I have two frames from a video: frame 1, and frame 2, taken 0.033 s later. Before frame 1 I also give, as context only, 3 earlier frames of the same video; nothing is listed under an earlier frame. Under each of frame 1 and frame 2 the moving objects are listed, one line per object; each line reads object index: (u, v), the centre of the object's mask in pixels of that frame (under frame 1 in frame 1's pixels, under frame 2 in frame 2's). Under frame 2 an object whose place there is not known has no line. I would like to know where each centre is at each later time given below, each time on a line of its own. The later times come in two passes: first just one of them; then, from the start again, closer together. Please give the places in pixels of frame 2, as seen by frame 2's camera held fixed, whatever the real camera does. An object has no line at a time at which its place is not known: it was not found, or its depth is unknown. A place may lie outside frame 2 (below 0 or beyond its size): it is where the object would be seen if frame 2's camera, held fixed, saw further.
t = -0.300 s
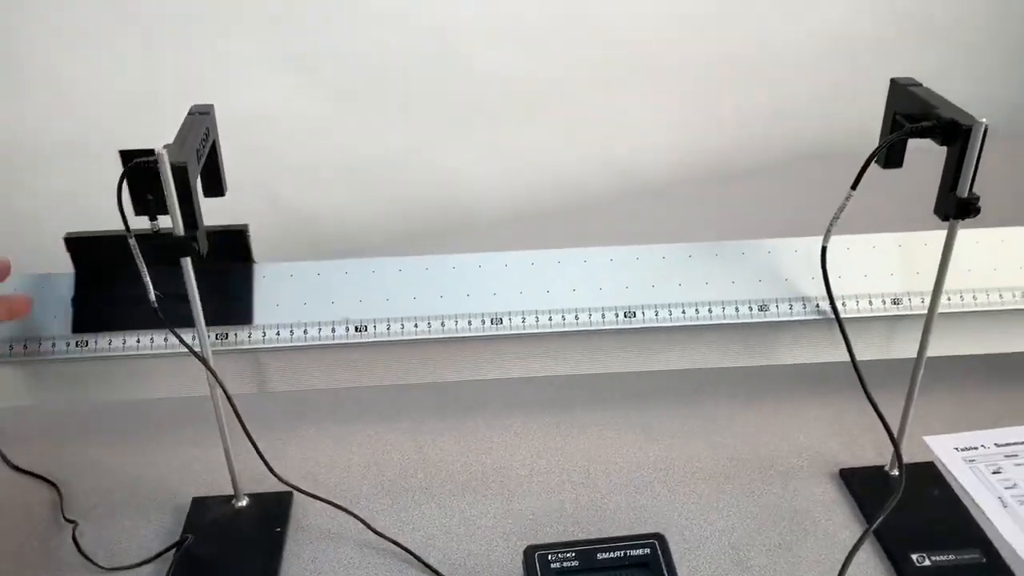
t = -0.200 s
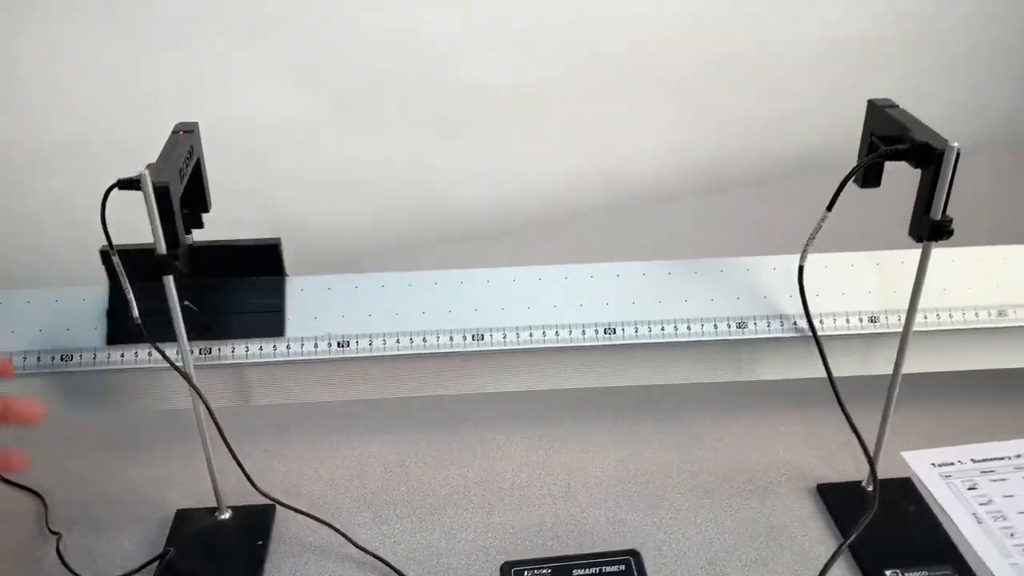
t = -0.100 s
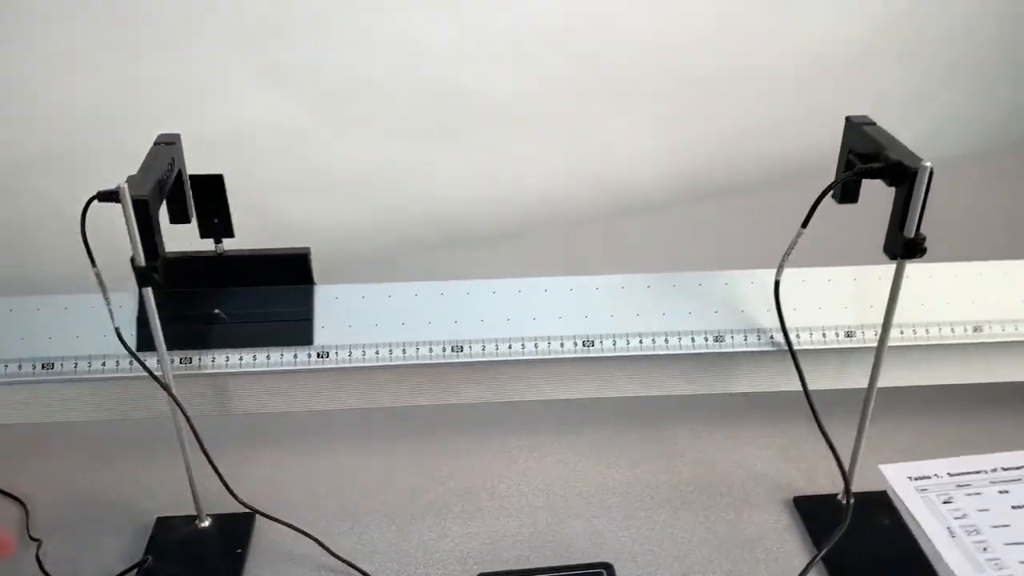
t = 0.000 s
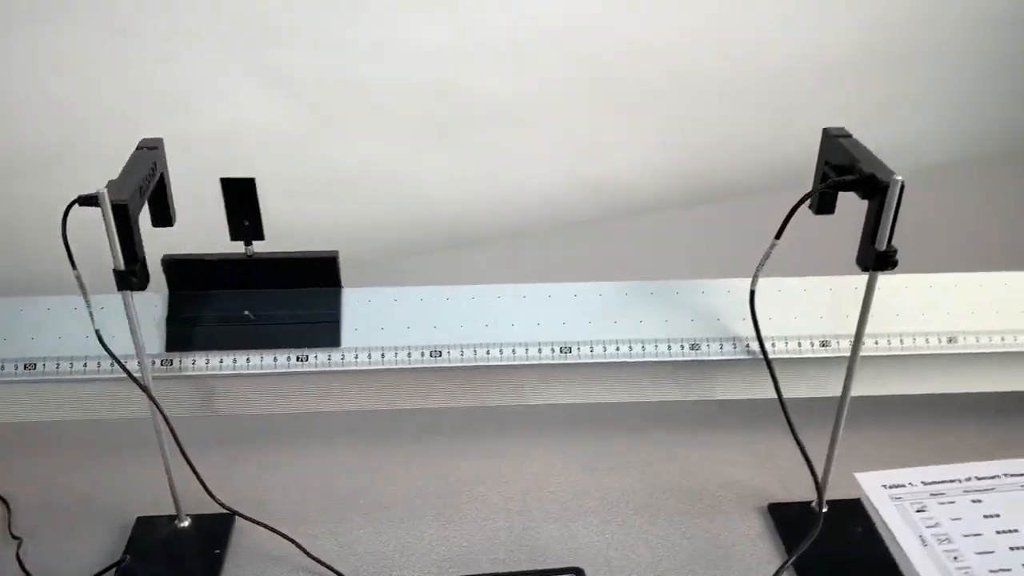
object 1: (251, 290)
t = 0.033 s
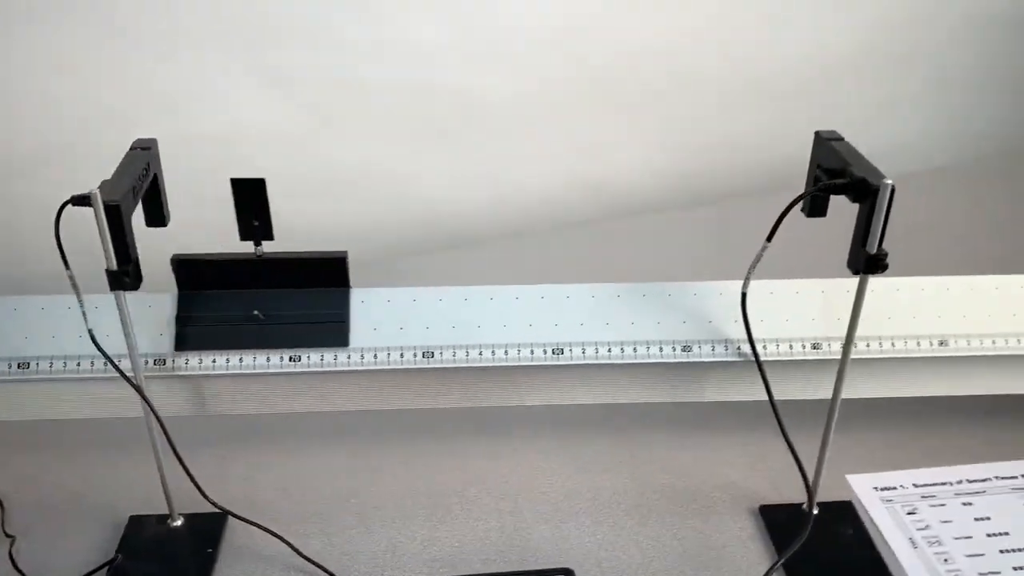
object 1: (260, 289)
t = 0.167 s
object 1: (323, 288)
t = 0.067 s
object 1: (276, 289)
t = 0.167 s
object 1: (323, 288)
